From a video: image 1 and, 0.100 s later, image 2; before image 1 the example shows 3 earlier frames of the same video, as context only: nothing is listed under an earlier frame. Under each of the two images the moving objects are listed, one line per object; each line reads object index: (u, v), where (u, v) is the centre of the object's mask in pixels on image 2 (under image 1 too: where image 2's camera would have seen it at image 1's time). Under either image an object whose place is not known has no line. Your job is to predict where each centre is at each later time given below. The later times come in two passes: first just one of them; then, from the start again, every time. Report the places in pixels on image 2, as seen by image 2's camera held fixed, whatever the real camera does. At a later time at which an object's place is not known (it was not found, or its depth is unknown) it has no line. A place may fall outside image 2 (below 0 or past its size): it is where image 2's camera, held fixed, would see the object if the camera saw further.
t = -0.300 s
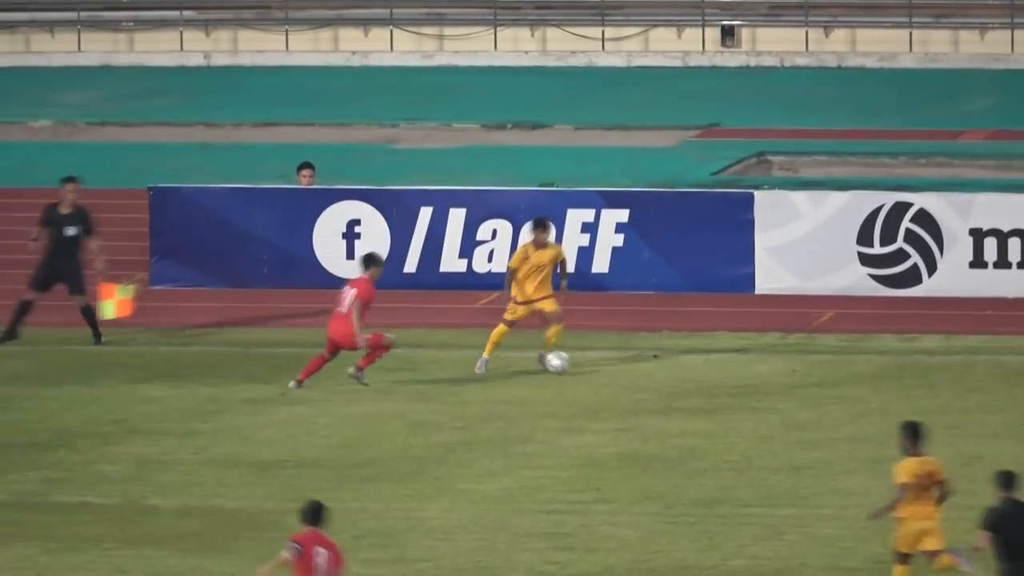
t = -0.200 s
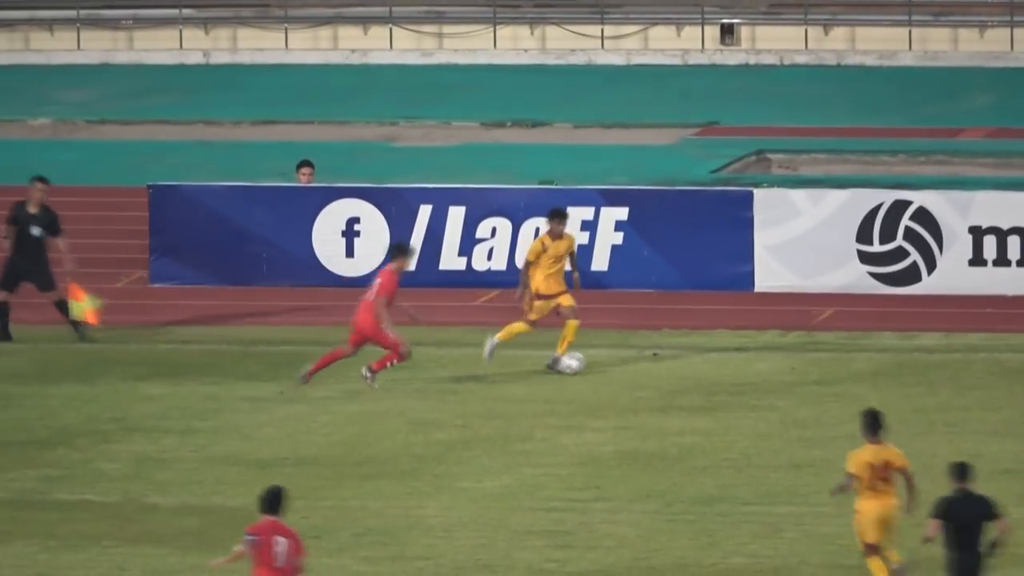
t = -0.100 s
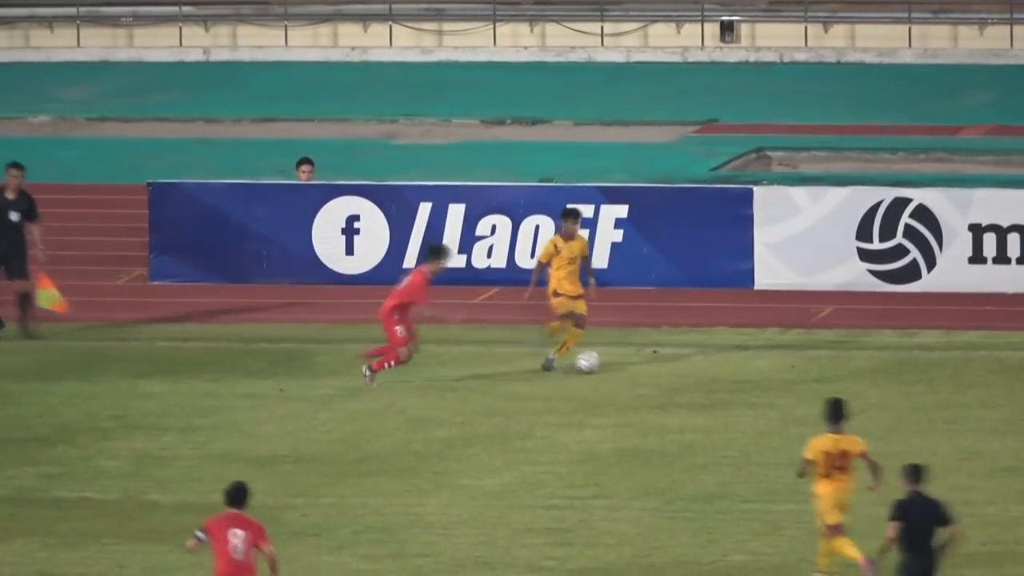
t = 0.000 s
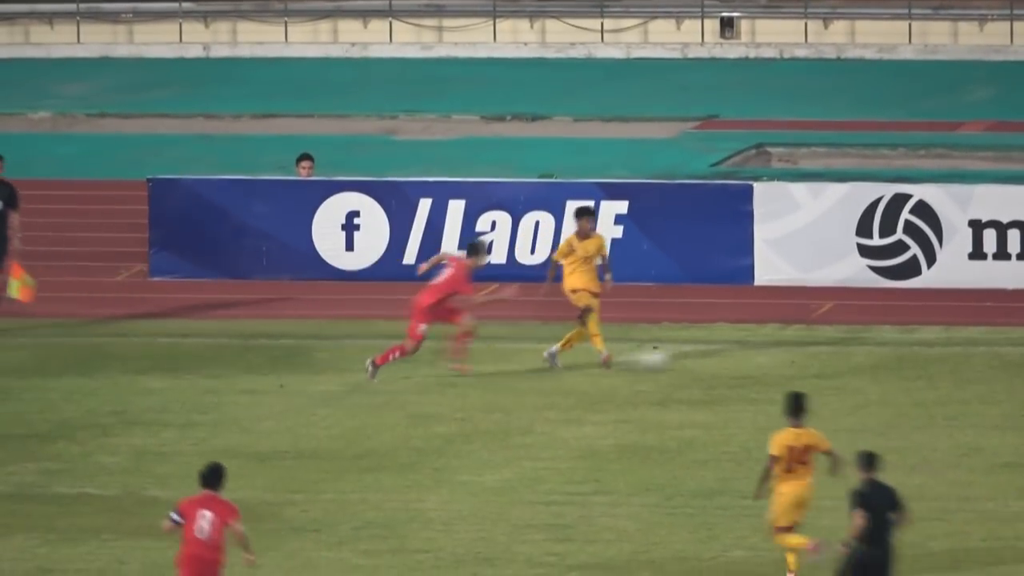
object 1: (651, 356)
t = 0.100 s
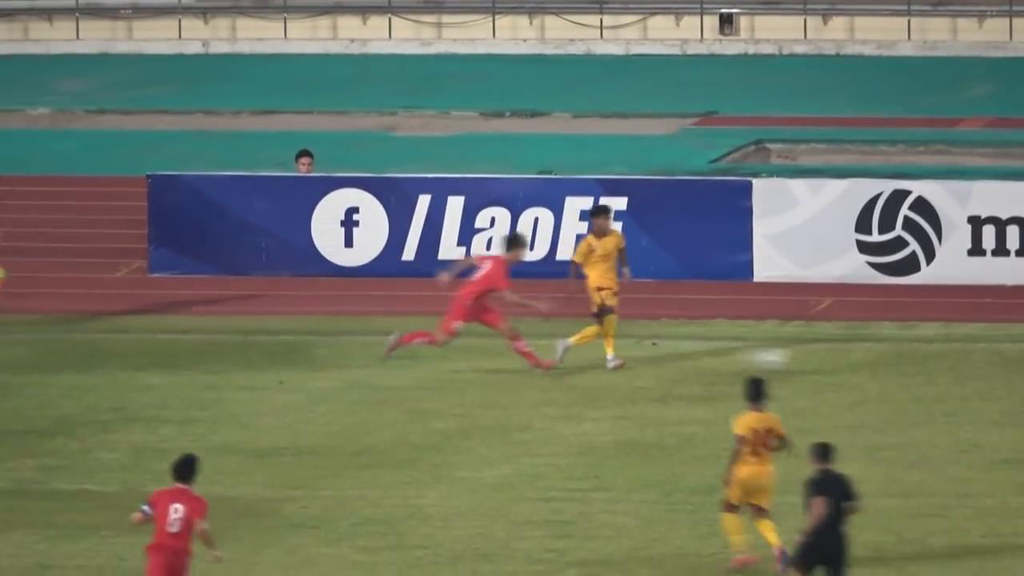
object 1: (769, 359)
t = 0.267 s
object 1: (949, 361)
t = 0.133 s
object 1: (807, 362)
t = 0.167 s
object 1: (844, 366)
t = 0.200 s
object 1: (882, 363)
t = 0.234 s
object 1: (914, 361)
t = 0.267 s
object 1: (949, 361)
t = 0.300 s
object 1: (985, 364)
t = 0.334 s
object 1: (1015, 365)
